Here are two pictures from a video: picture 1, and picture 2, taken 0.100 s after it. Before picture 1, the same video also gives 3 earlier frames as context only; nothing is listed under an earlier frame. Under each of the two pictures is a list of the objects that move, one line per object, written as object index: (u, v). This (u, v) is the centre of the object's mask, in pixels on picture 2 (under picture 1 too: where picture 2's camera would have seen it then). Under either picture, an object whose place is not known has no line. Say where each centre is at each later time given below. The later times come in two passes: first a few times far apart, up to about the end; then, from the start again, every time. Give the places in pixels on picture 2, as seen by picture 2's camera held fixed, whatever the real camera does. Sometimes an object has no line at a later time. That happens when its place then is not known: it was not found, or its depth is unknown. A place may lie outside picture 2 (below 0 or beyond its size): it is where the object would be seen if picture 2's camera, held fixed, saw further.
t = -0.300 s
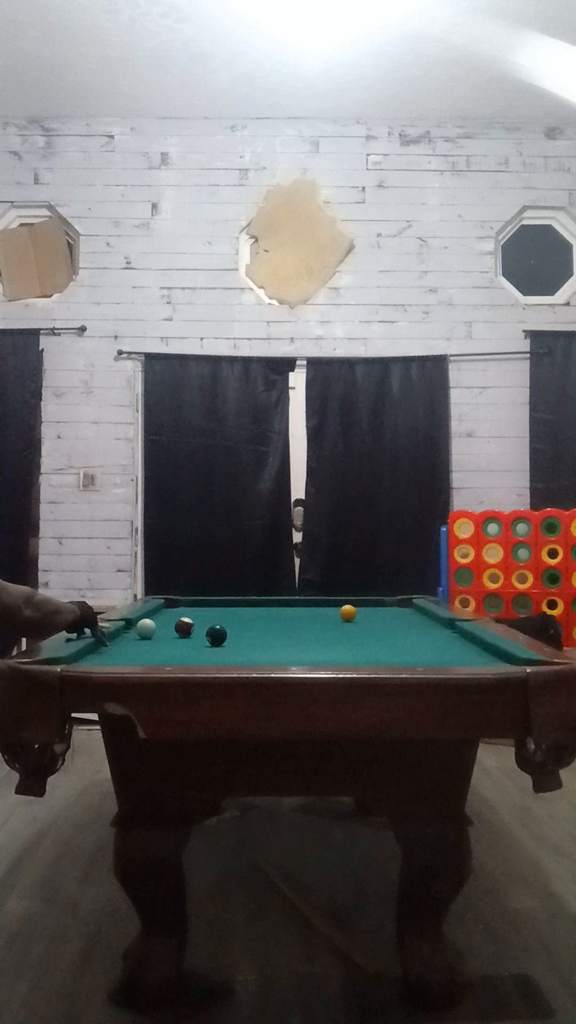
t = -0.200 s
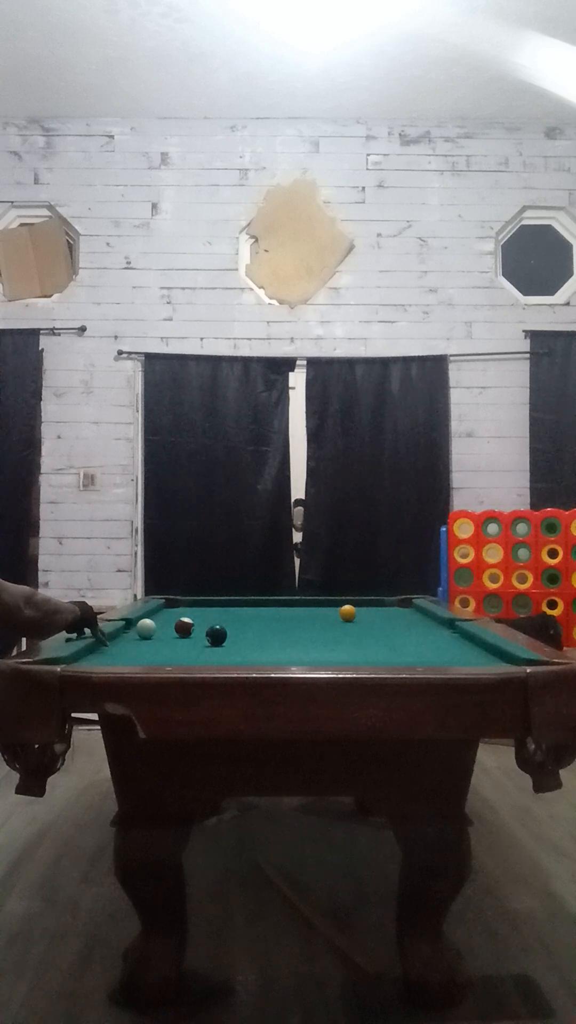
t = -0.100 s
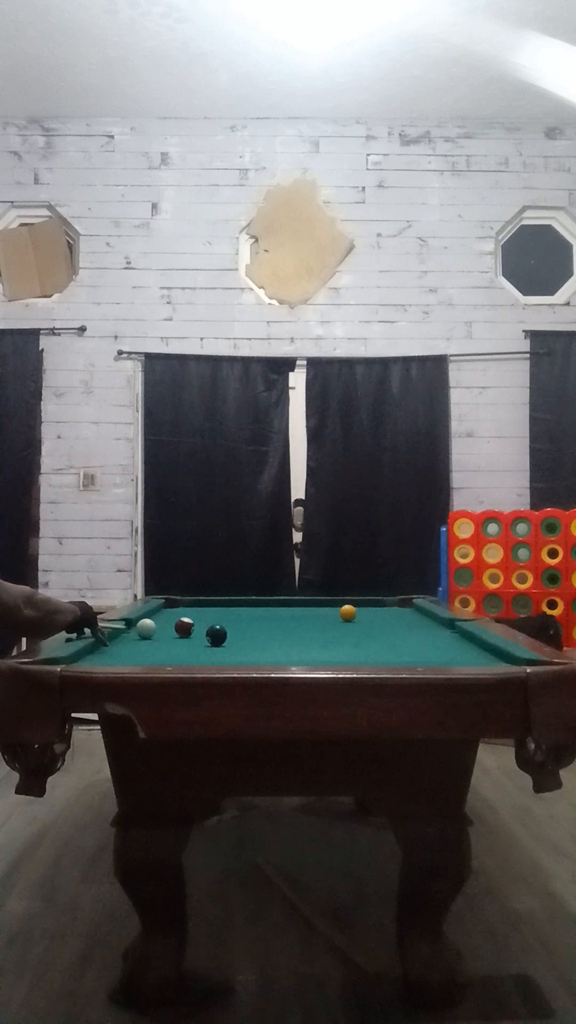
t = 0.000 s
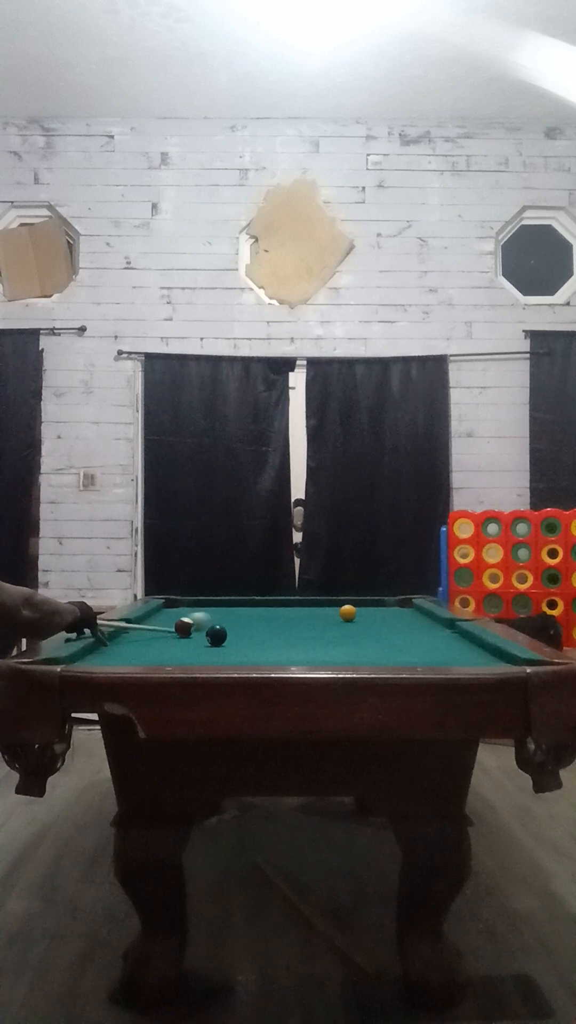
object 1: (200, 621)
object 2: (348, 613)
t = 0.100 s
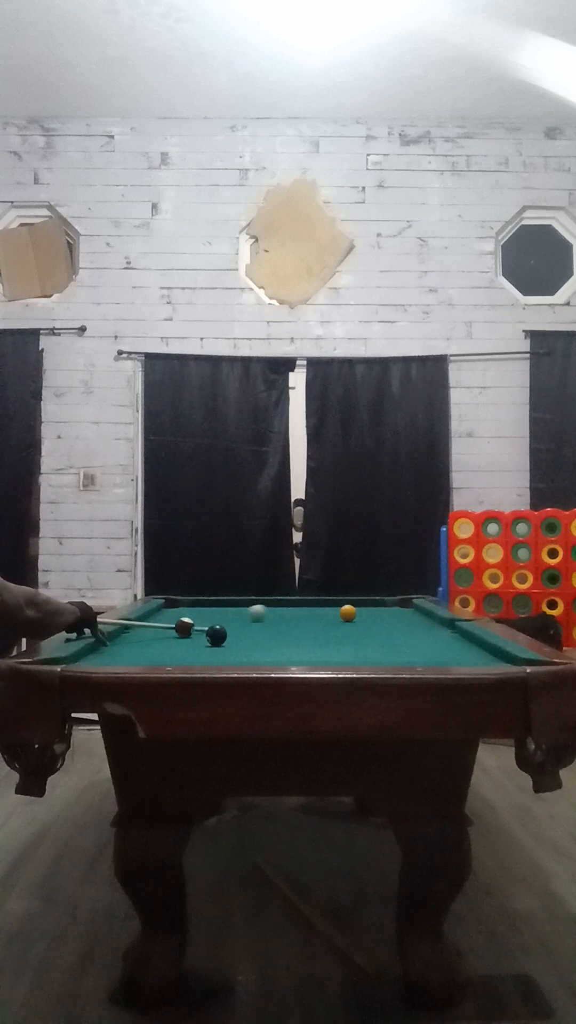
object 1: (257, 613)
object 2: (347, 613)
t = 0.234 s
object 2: (347, 613)
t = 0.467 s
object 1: (395, 603)
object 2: (347, 613)
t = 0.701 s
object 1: (385, 609)
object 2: (347, 613)
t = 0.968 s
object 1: (367, 616)
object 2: (331, 613)
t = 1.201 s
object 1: (370, 621)
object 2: (298, 614)
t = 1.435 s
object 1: (373, 628)
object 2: (267, 615)
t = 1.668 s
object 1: (376, 636)
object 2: (237, 616)
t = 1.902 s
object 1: (380, 644)
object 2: (209, 616)
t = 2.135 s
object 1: (384, 652)
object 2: (181, 614)
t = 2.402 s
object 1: (386, 659)
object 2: (154, 618)
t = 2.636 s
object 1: (372, 658)
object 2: (152, 618)
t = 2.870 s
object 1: (359, 657)
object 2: (159, 618)
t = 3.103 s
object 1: (349, 655)
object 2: (165, 619)
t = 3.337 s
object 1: (341, 655)
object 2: (167, 618)
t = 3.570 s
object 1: (335, 654)
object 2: (168, 618)
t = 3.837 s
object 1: (330, 654)
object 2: (167, 618)
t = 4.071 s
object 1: (327, 654)
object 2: (168, 618)
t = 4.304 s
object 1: (326, 654)
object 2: (167, 619)
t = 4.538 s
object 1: (326, 655)
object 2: (167, 618)
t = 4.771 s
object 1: (326, 654)
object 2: (168, 618)
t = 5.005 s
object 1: (326, 654)
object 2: (168, 619)
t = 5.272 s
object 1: (326, 654)
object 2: (167, 618)
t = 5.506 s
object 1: (326, 654)
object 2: (167, 618)
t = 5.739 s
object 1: (326, 654)
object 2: (168, 618)
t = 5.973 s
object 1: (326, 654)
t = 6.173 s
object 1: (326, 654)
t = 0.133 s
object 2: (347, 613)
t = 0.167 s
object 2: (347, 613)
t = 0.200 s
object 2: (347, 613)
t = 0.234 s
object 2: (347, 613)
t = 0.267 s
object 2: (347, 613)
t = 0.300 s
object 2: (348, 613)
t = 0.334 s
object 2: (347, 613)
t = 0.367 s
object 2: (347, 613)
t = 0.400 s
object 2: (347, 613)
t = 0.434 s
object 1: (383, 603)
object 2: (347, 613)
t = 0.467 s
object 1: (395, 603)
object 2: (347, 613)
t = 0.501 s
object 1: (406, 604)
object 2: (347, 613)
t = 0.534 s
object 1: (407, 605)
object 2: (347, 613)
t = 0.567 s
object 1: (401, 606)
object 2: (347, 613)
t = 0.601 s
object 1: (397, 607)
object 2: (347, 613)
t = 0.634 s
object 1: (393, 607)
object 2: (347, 613)
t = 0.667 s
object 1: (390, 608)
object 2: (348, 613)
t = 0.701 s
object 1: (385, 609)
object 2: (347, 613)
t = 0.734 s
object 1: (381, 610)
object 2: (347, 613)
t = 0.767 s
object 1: (377, 610)
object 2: (347, 613)
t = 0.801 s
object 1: (373, 611)
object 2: (347, 613)
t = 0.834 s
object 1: (368, 612)
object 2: (347, 613)
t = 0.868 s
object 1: (365, 613)
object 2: (346, 613)
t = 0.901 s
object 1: (366, 614)
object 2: (340, 613)
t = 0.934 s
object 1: (367, 615)
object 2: (335, 613)
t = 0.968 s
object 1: (367, 616)
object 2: (331, 613)
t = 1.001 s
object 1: (367, 616)
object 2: (326, 613)
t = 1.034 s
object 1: (368, 617)
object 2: (321, 614)
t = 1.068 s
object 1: (368, 618)
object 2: (317, 614)
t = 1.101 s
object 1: (369, 619)
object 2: (312, 614)
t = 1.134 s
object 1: (369, 620)
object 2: (307, 614)
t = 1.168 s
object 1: (369, 621)
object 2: (303, 614)
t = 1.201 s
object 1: (370, 621)
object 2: (298, 614)
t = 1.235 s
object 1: (370, 622)
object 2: (294, 614)
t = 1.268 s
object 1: (370, 624)
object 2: (289, 614)
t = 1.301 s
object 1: (371, 625)
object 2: (285, 615)
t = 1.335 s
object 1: (371, 625)
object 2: (280, 614)
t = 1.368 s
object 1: (372, 626)
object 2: (276, 615)
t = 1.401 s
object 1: (372, 627)
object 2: (271, 615)
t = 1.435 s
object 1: (373, 628)
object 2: (267, 615)
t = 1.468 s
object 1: (373, 629)
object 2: (263, 615)
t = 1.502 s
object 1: (373, 630)
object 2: (258, 615)
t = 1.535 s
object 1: (374, 632)
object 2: (254, 615)
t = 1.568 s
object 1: (374, 633)
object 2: (250, 615)
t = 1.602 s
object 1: (375, 634)
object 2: (245, 616)
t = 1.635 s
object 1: (375, 635)
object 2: (241, 616)
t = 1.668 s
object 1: (376, 636)
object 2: (237, 616)
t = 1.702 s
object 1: (376, 637)
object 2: (233, 616)
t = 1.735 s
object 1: (377, 638)
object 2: (229, 616)
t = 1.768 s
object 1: (378, 640)
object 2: (225, 616)
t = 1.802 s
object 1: (378, 640)
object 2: (221, 616)
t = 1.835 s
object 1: (379, 642)
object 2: (217, 616)
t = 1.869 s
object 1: (379, 643)
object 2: (212, 616)
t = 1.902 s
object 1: (380, 644)
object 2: (209, 616)
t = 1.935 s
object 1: (380, 646)
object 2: (205, 616)
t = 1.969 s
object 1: (381, 647)
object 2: (201, 616)
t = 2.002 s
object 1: (382, 648)
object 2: (197, 616)
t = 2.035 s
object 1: (382, 649)
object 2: (194, 615)
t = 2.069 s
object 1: (383, 650)
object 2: (190, 614)
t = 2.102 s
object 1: (383, 651)
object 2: (186, 613)
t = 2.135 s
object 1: (384, 652)
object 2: (181, 614)
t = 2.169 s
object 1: (385, 653)
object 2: (177, 615)
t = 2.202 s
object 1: (385, 653)
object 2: (174, 616)
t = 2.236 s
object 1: (387, 654)
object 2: (171, 617)
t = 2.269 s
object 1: (387, 654)
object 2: (167, 617)
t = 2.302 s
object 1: (388, 657)
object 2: (164, 618)
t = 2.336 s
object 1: (389, 658)
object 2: (160, 618)
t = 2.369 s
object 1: (388, 659)
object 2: (157, 618)
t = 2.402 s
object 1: (386, 659)
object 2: (154, 618)
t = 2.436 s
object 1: (384, 658)
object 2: (150, 618)
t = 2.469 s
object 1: (382, 658)
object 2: (147, 618)
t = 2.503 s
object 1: (380, 658)
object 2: (147, 618)
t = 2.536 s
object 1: (377, 659)
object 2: (148, 618)
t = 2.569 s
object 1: (376, 658)
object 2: (149, 618)
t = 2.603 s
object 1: (374, 658)
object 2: (150, 618)
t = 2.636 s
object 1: (372, 658)
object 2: (152, 618)
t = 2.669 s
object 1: (370, 658)
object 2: (153, 618)
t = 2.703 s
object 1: (367, 657)
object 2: (154, 618)
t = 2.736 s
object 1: (366, 657)
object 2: (155, 618)
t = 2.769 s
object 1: (364, 658)
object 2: (156, 618)
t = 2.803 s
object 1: (363, 657)
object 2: (157, 618)
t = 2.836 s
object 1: (361, 656)
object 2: (158, 618)
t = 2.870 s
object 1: (359, 657)
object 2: (159, 618)
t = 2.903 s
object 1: (358, 657)
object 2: (161, 618)
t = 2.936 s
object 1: (357, 657)
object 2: (161, 618)
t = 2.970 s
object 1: (355, 656)
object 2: (162, 618)
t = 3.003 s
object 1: (353, 656)
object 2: (163, 618)
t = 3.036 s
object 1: (352, 656)
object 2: (163, 619)
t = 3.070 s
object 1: (350, 656)
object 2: (164, 618)
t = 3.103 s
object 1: (349, 655)
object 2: (165, 619)
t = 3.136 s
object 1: (348, 655)
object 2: (165, 618)
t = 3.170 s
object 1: (347, 655)
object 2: (166, 618)
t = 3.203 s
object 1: (346, 655)
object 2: (166, 618)
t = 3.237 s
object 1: (344, 654)
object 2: (167, 618)
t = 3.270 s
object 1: (343, 654)
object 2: (167, 618)
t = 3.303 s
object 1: (342, 654)
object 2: (167, 618)
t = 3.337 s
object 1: (341, 655)
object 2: (167, 618)
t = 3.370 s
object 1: (340, 655)
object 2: (167, 619)
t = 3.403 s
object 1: (340, 654)
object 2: (168, 618)
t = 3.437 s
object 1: (338, 654)
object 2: (168, 618)
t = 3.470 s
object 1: (338, 654)
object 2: (168, 619)
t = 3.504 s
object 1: (337, 654)
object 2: (168, 618)
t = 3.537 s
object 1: (336, 654)
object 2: (168, 618)
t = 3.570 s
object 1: (335, 654)
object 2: (168, 618)
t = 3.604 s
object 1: (335, 654)
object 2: (168, 618)
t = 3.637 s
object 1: (334, 654)
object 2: (168, 619)
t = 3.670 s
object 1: (333, 654)
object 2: (168, 618)
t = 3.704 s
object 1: (332, 654)
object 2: (168, 619)
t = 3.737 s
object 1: (331, 654)
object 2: (168, 618)
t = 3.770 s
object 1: (331, 654)
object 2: (168, 618)
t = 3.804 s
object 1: (330, 654)
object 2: (167, 618)
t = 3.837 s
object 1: (330, 654)
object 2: (167, 618)
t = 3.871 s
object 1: (329, 654)
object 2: (167, 618)
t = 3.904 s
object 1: (329, 654)
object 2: (167, 619)
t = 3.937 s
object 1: (328, 654)
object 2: (168, 618)
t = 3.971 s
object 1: (328, 654)
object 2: (168, 618)
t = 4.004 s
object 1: (328, 654)
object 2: (168, 618)
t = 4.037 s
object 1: (327, 654)
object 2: (168, 619)
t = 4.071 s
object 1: (327, 654)
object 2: (168, 618)
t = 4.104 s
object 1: (326, 654)
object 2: (168, 618)
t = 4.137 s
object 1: (326, 654)
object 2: (167, 618)
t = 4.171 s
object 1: (326, 654)
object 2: (168, 619)
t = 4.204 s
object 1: (326, 654)
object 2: (167, 618)
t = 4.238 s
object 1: (326, 654)
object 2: (167, 618)
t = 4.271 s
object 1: (326, 654)
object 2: (168, 618)
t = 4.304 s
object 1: (326, 654)
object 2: (167, 619)
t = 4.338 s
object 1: (325, 654)
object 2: (167, 619)
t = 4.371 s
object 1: (326, 654)
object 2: (168, 618)
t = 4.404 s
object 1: (326, 654)
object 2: (168, 618)
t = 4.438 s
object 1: (326, 654)
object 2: (167, 618)
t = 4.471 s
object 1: (326, 654)
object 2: (168, 618)
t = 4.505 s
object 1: (326, 654)
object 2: (168, 618)
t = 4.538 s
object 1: (326, 655)
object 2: (167, 618)
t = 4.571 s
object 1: (326, 654)
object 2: (167, 618)
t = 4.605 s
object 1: (326, 655)
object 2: (168, 619)
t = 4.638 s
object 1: (325, 655)
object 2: (168, 618)
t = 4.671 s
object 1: (325, 654)
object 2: (167, 618)
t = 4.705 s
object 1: (325, 654)
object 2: (168, 618)
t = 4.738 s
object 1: (326, 654)
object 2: (168, 618)
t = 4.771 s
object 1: (326, 654)
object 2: (168, 618)
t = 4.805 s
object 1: (326, 654)
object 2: (168, 618)
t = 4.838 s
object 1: (326, 654)
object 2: (168, 618)
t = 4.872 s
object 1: (326, 654)
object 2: (168, 618)
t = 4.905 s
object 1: (326, 654)
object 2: (167, 618)
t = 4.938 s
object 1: (326, 654)
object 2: (167, 618)
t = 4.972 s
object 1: (326, 654)
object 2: (168, 618)
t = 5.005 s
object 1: (326, 654)
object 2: (168, 619)
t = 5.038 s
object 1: (326, 654)
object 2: (167, 618)
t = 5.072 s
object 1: (326, 654)
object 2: (167, 618)
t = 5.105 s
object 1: (325, 654)
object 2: (168, 618)
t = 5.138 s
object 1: (325, 654)
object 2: (167, 618)
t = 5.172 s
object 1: (325, 654)
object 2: (167, 619)
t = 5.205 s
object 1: (325, 654)
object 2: (167, 618)
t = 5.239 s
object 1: (326, 654)
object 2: (167, 618)
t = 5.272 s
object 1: (326, 654)
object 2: (167, 618)
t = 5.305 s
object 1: (326, 654)
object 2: (167, 618)
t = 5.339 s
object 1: (326, 654)
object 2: (167, 618)
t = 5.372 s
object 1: (325, 654)
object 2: (167, 618)
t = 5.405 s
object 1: (326, 654)
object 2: (167, 618)
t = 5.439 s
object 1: (326, 654)
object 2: (167, 618)
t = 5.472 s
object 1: (326, 654)
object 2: (167, 618)
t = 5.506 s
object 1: (326, 654)
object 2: (167, 618)
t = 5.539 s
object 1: (326, 654)
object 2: (167, 618)
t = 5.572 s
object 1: (326, 654)
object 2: (167, 618)
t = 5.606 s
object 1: (326, 654)
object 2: (167, 618)
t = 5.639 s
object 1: (326, 654)
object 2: (167, 618)
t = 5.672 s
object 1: (326, 654)
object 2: (167, 618)
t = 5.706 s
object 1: (326, 654)
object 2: (168, 618)
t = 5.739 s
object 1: (326, 654)
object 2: (168, 618)
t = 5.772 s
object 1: (326, 654)
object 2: (168, 618)
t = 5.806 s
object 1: (326, 654)
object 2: (167, 618)
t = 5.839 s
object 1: (326, 654)
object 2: (168, 618)
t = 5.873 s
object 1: (326, 654)
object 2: (167, 618)
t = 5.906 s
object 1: (326, 654)
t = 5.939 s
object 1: (326, 654)
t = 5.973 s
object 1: (326, 654)
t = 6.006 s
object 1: (326, 654)
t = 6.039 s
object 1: (326, 654)
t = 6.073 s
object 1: (326, 654)
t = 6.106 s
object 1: (326, 654)
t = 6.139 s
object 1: (326, 654)
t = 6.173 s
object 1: (326, 654)
